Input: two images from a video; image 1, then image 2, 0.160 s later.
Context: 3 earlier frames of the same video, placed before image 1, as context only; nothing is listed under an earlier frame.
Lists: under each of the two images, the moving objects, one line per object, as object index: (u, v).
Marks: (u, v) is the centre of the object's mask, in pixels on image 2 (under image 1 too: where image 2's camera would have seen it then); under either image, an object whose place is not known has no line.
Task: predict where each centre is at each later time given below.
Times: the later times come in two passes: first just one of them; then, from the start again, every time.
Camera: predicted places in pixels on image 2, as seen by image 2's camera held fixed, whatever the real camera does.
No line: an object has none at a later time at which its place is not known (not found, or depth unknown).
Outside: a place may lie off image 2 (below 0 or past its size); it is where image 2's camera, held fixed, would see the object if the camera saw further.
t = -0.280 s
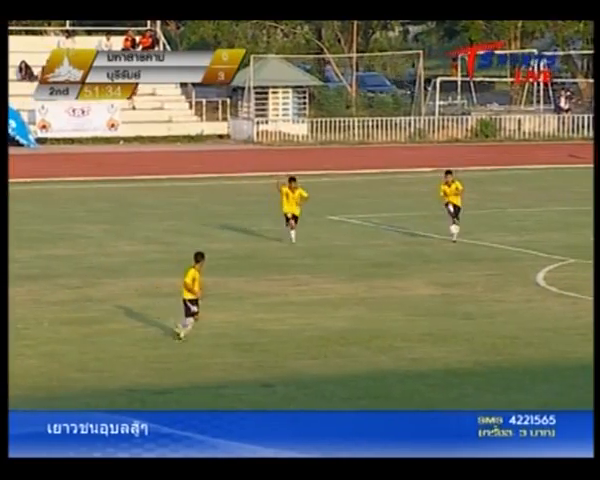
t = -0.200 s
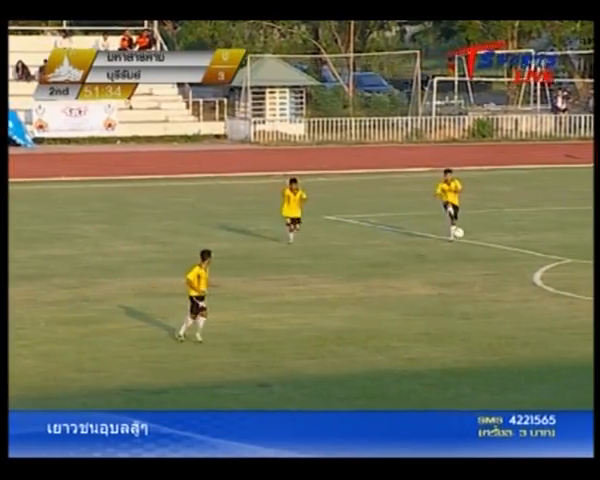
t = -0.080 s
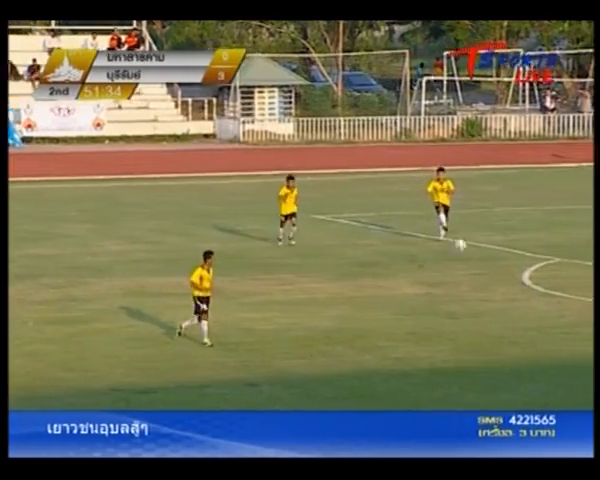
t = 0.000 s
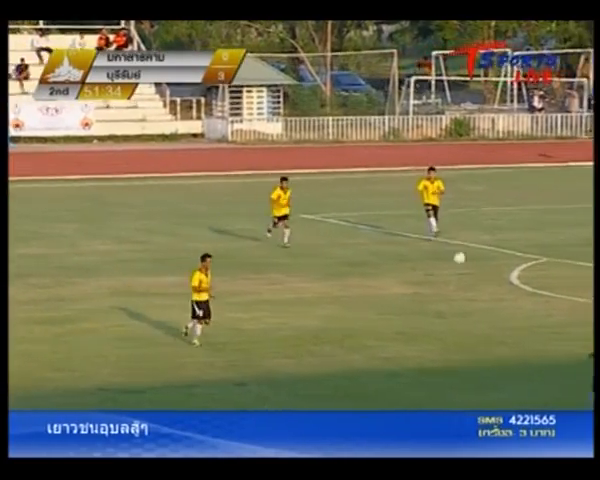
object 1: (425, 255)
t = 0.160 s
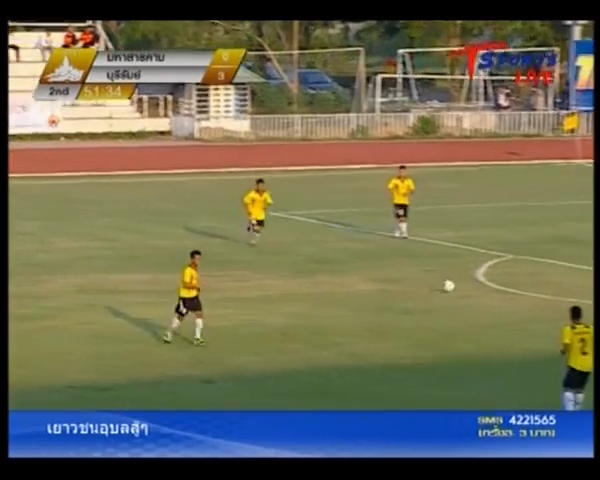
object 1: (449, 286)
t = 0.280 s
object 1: (466, 286)
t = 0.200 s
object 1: (455, 285)
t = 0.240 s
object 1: (460, 285)
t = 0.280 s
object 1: (466, 286)
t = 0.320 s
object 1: (472, 288)
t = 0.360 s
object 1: (478, 292)
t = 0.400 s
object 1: (484, 296)
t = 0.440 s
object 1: (490, 302)
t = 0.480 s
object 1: (496, 309)
